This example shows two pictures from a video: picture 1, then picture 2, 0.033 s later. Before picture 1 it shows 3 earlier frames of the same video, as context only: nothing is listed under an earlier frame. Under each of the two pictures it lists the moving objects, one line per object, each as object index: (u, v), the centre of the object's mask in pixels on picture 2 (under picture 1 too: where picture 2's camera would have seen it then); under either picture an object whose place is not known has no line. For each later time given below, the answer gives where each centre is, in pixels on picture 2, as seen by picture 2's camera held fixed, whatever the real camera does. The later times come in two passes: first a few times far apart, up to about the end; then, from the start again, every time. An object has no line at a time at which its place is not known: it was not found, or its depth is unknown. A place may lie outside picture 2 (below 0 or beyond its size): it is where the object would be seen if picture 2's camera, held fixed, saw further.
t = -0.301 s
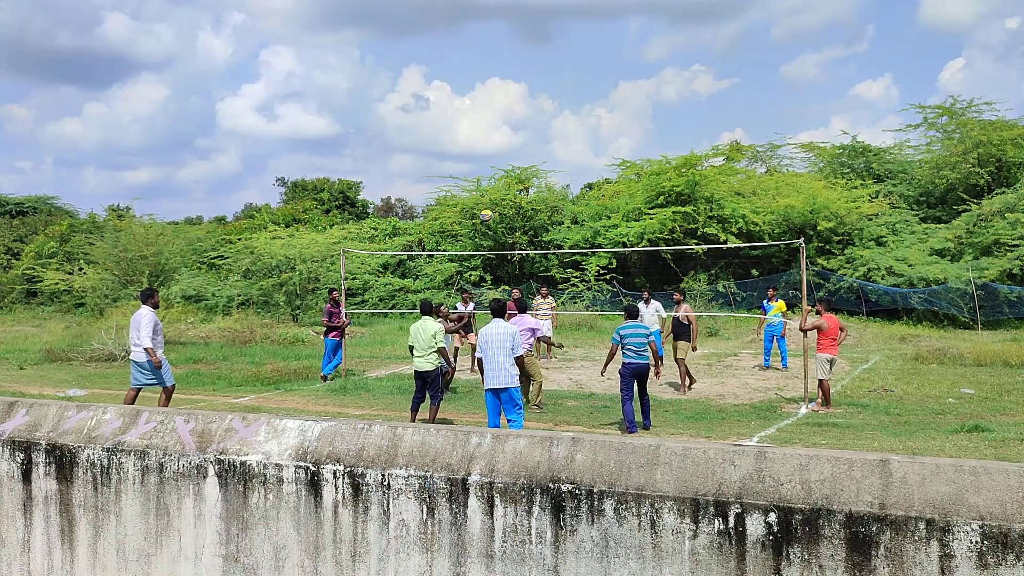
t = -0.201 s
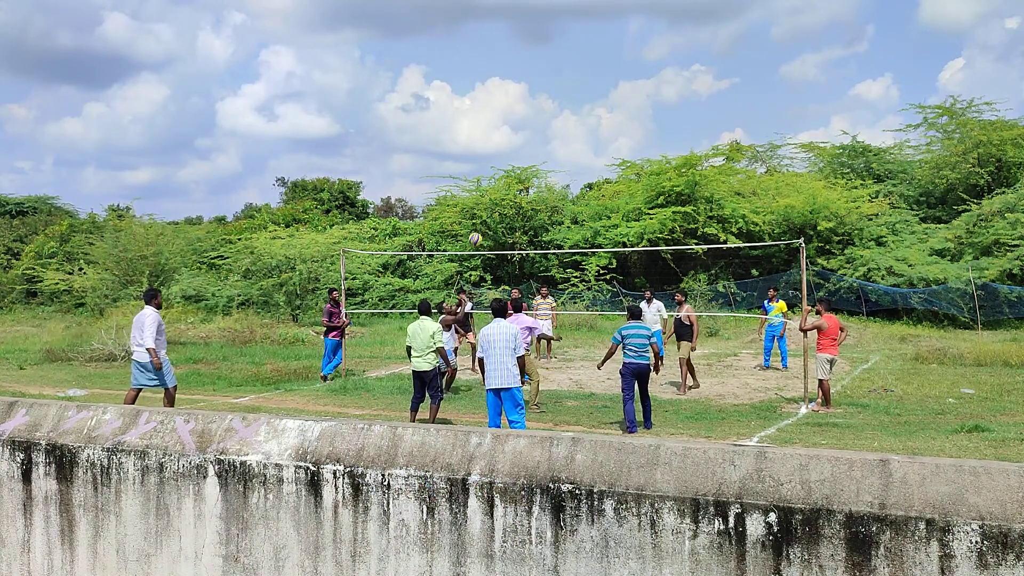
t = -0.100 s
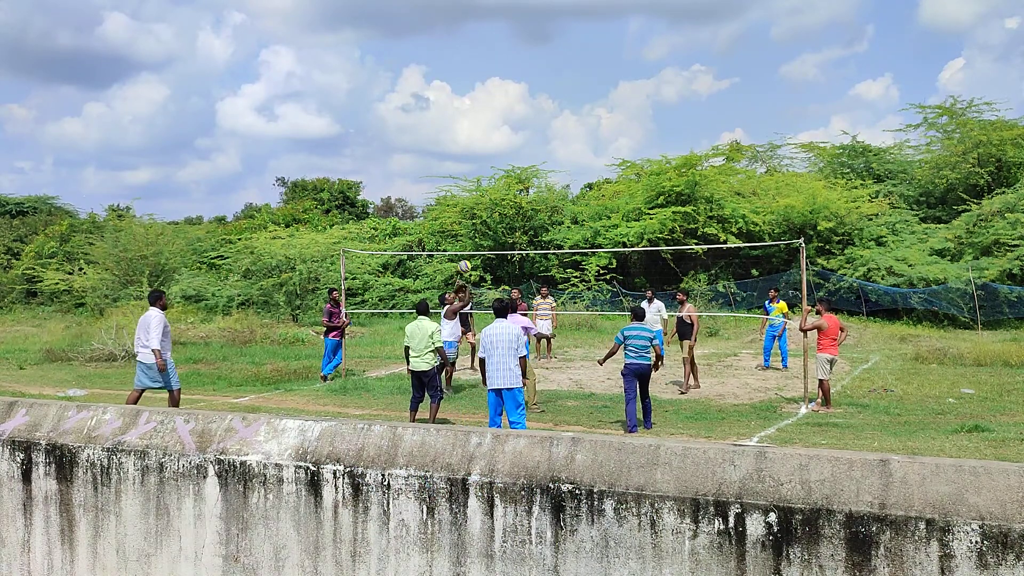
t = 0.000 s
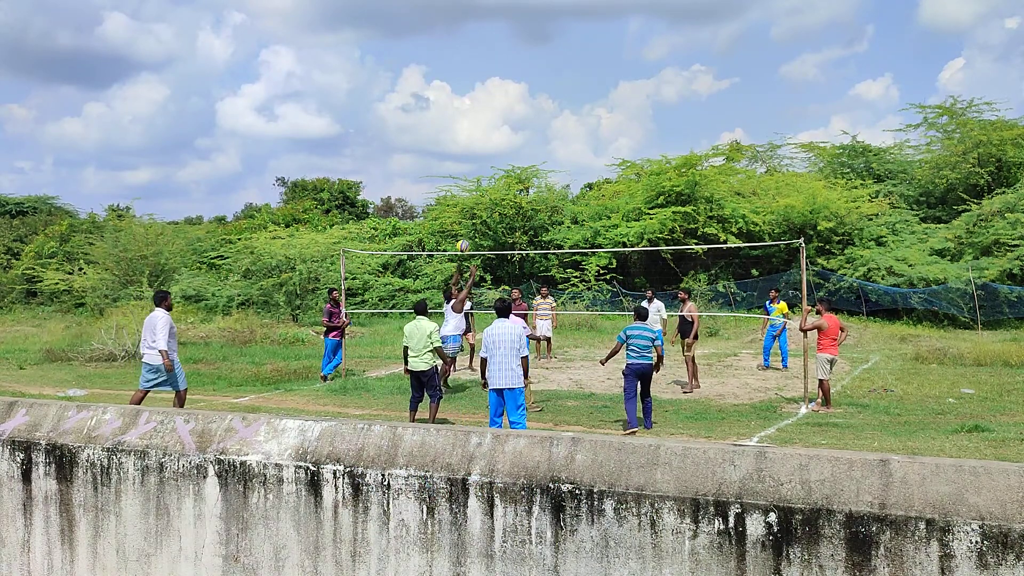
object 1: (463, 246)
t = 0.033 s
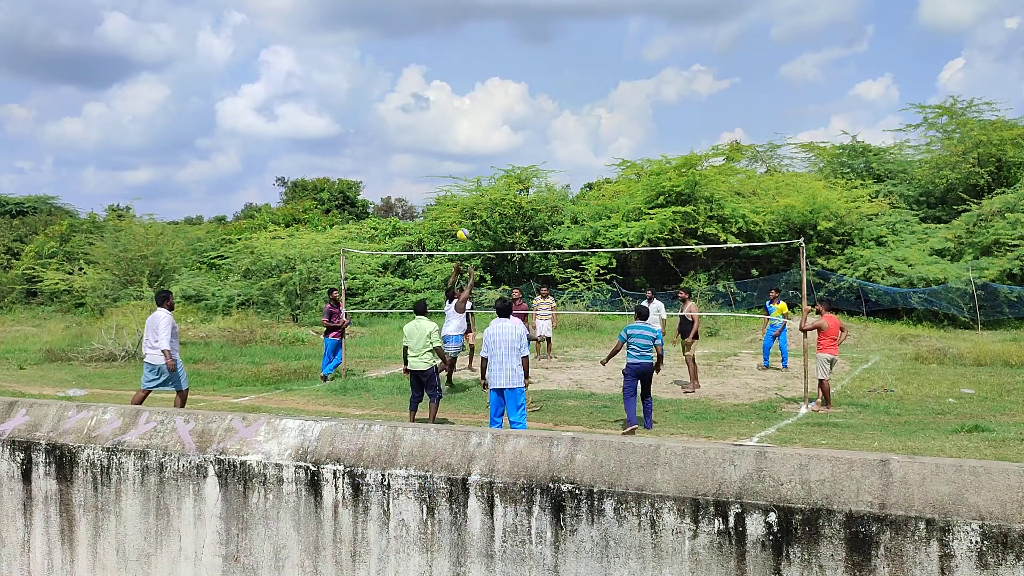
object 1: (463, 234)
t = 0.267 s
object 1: (466, 175)
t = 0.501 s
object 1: (468, 147)
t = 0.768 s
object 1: (470, 154)
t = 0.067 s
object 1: (464, 224)
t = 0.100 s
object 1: (465, 213)
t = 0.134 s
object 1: (465, 203)
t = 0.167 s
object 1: (466, 195)
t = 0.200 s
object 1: (466, 187)
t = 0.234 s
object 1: (466, 180)
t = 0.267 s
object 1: (466, 175)
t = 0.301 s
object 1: (467, 168)
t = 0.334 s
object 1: (467, 163)
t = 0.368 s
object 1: (467, 159)
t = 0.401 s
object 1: (468, 155)
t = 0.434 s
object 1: (468, 151)
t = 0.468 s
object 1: (468, 149)
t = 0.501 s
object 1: (468, 147)
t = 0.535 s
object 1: (468, 146)
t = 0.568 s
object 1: (469, 146)
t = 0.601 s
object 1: (469, 145)
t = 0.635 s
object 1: (469, 146)
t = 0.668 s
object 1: (469, 147)
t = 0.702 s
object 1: (469, 149)
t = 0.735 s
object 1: (469, 151)
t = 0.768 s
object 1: (470, 154)
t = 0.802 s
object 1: (470, 157)
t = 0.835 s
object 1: (470, 161)
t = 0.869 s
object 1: (470, 166)
